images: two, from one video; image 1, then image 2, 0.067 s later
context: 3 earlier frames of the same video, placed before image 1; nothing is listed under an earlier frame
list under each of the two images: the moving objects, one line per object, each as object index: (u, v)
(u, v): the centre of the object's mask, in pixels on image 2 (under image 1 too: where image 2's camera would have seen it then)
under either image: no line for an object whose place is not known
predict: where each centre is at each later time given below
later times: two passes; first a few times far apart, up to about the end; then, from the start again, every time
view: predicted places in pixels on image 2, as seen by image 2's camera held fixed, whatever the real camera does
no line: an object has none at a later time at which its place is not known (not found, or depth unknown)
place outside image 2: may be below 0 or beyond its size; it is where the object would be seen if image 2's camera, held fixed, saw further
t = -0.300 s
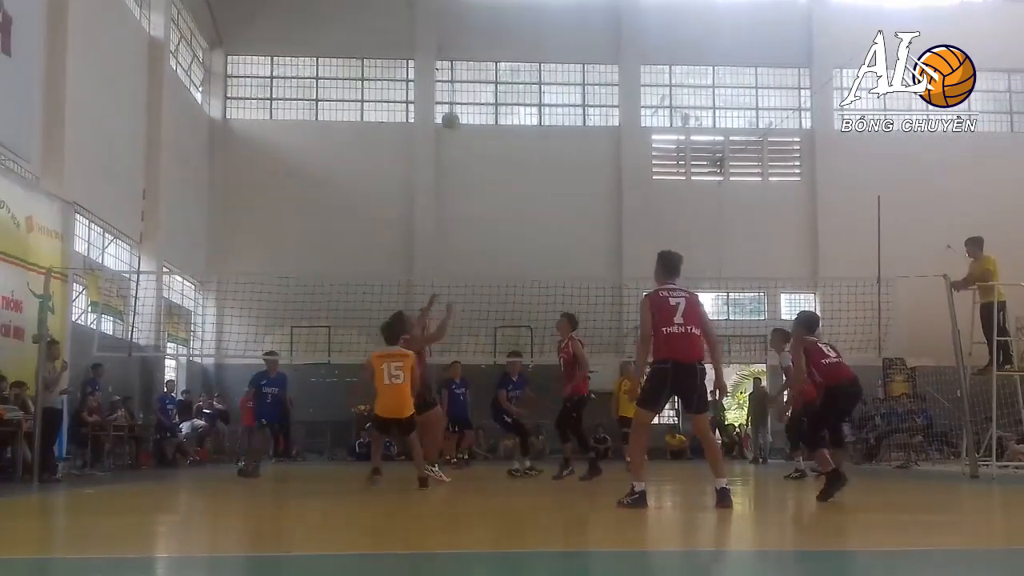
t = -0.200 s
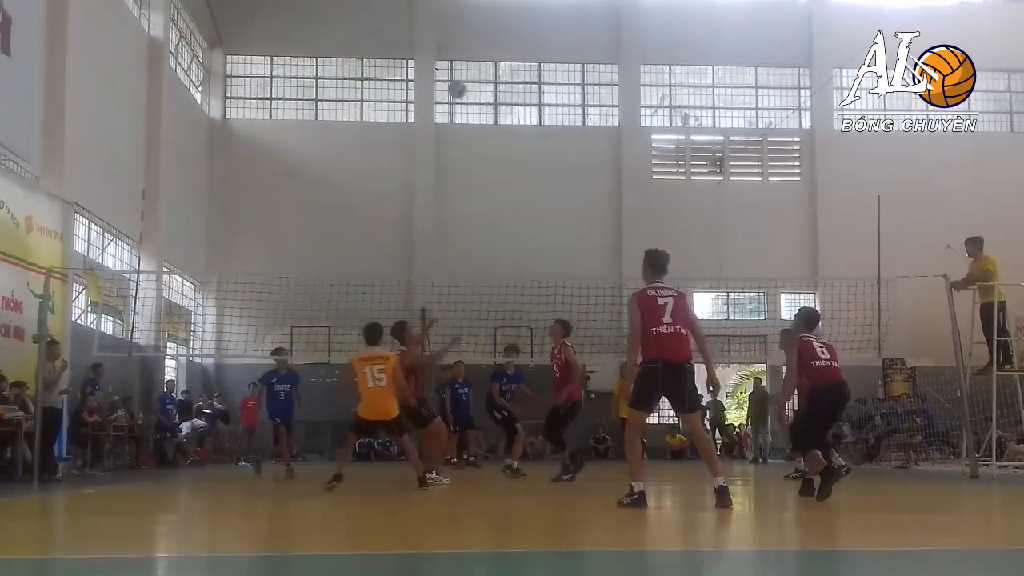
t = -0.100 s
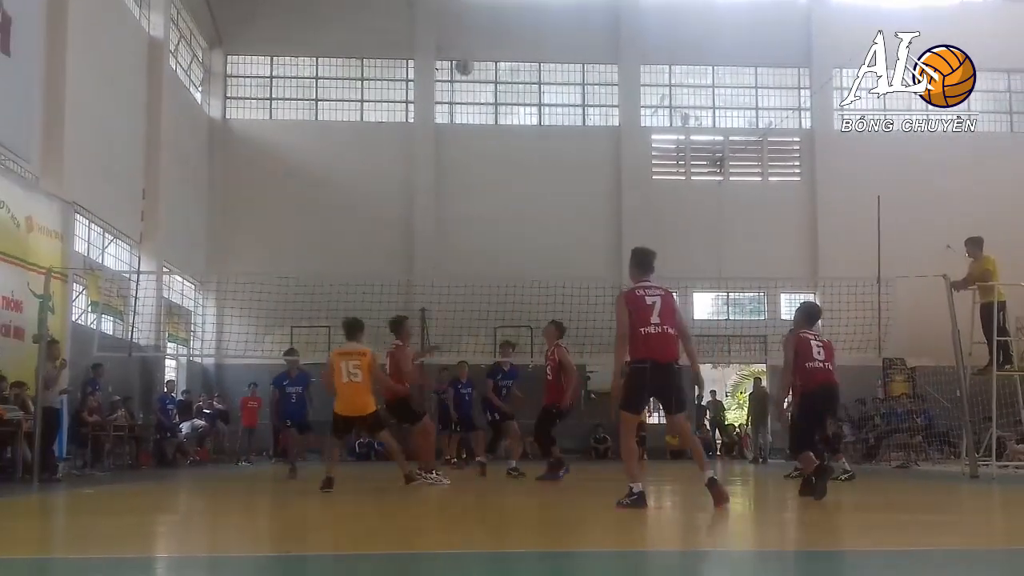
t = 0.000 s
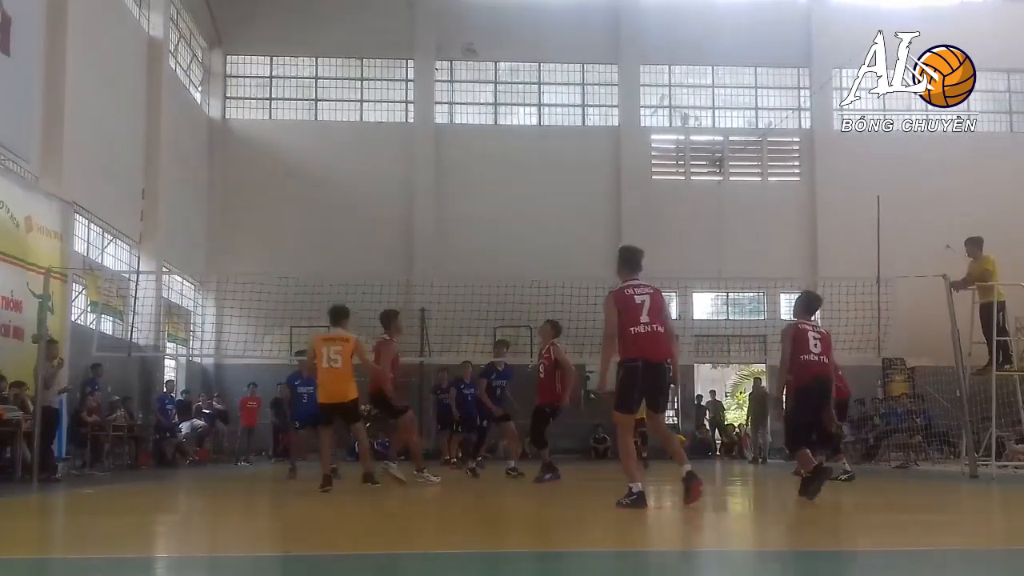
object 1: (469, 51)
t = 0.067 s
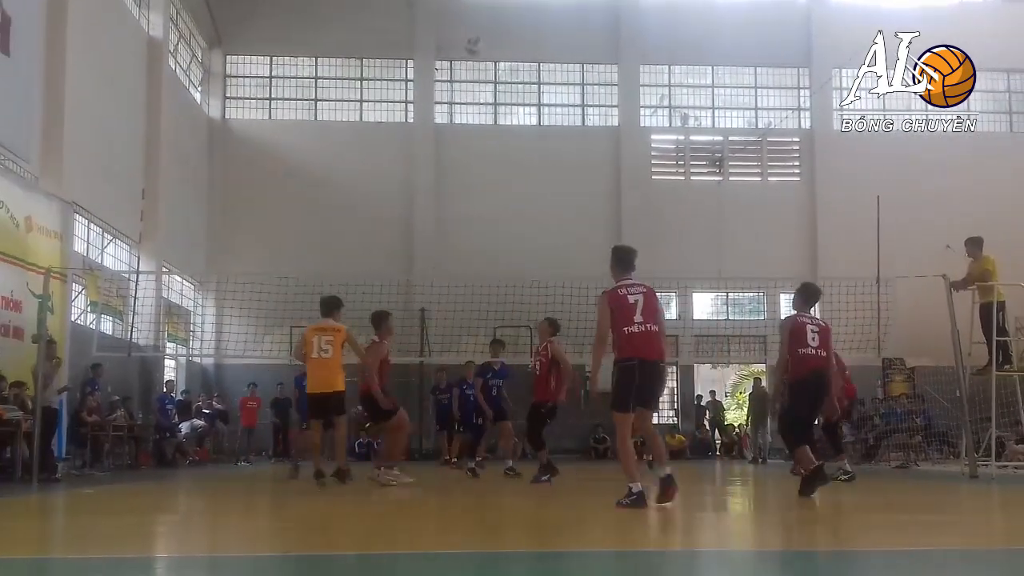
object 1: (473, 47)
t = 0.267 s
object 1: (487, 54)
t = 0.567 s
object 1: (505, 131)
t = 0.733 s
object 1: (517, 206)
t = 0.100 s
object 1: (477, 46)
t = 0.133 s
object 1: (478, 46)
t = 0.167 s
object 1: (479, 47)
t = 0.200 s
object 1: (483, 49)
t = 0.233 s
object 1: (484, 50)
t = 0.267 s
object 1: (487, 54)
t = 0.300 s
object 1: (489, 60)
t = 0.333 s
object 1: (491, 65)
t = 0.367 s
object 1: (494, 71)
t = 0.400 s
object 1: (496, 79)
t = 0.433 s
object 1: (498, 87)
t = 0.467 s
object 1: (500, 96)
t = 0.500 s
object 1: (503, 107)
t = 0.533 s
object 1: (504, 118)
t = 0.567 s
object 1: (505, 131)
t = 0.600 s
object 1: (508, 145)
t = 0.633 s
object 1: (511, 158)
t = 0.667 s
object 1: (513, 173)
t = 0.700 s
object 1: (516, 189)
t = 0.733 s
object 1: (517, 206)
